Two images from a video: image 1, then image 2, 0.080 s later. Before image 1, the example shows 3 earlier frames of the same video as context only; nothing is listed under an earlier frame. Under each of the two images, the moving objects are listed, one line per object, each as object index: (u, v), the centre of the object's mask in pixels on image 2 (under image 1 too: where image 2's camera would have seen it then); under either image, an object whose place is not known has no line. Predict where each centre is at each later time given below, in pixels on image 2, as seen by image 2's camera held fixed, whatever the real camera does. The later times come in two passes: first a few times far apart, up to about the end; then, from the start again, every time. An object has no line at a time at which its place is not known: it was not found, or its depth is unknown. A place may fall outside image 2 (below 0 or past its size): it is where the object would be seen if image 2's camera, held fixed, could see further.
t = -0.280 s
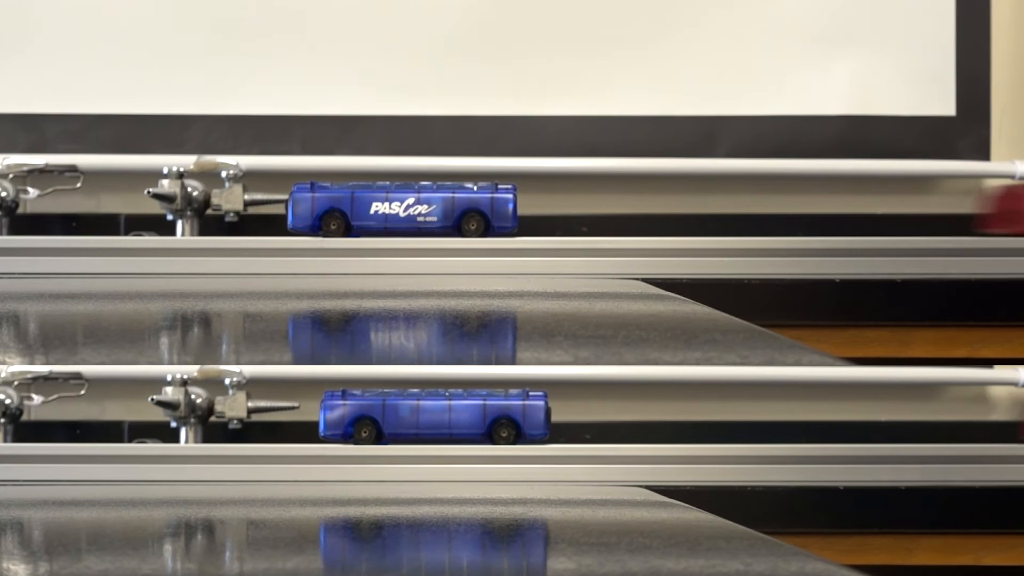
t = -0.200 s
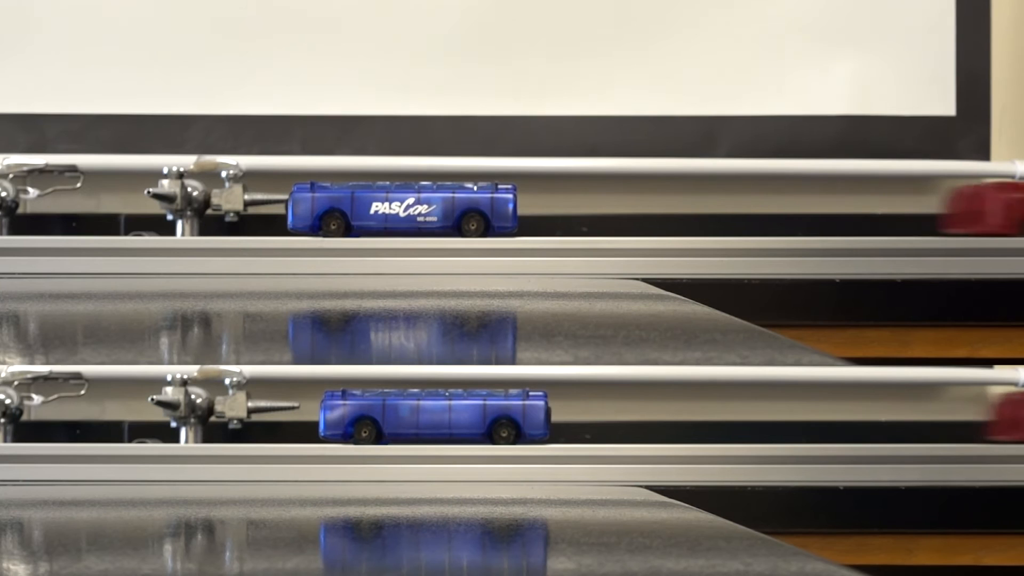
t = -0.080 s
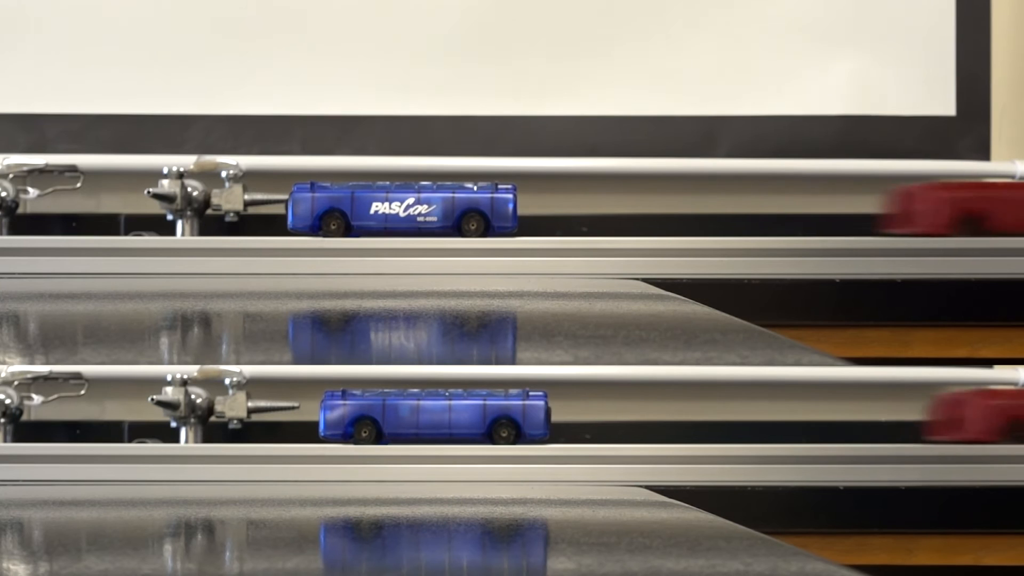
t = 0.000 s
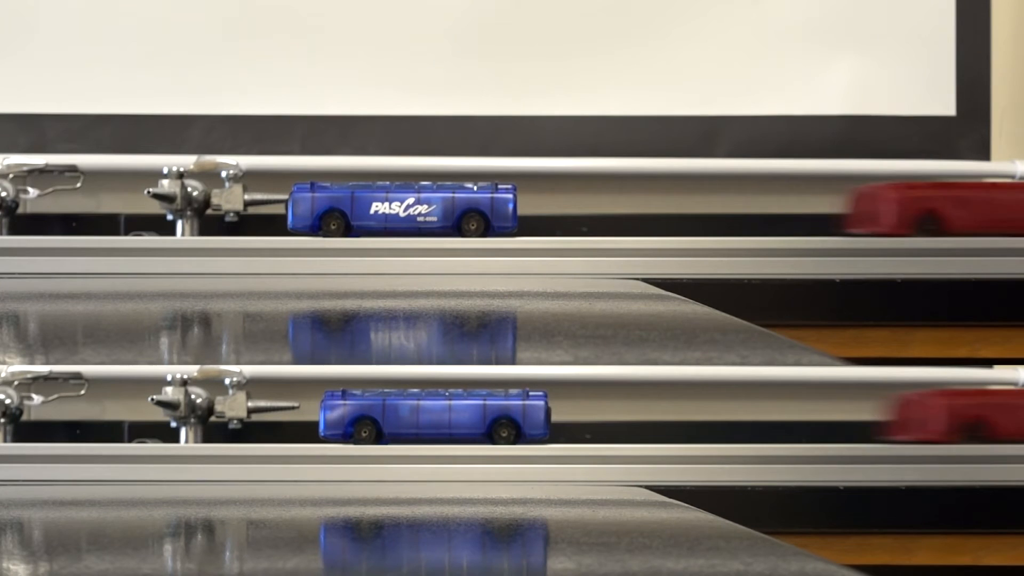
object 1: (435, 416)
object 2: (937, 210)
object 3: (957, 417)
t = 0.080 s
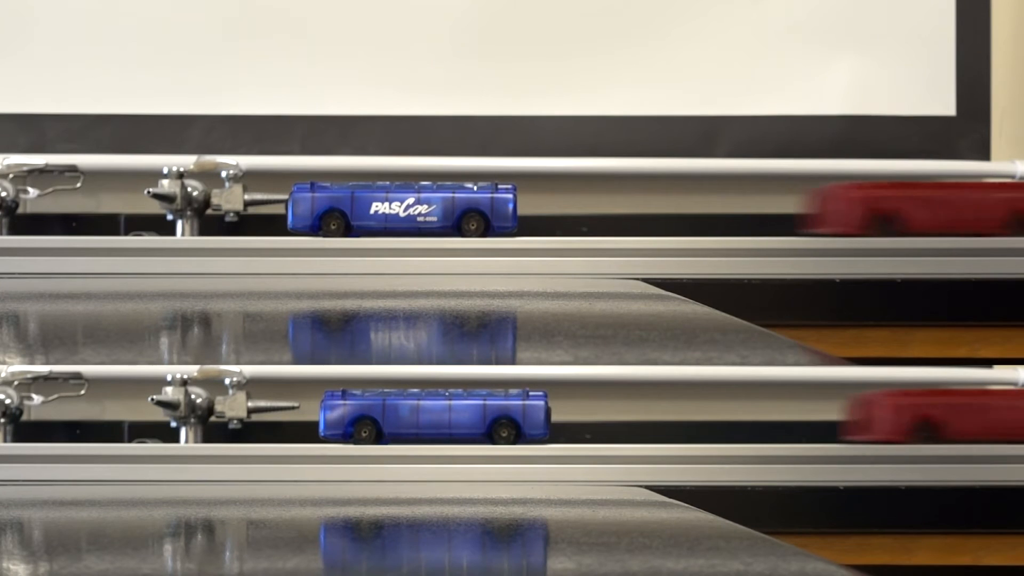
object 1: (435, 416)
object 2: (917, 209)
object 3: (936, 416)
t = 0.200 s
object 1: (435, 416)
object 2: (879, 210)
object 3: (906, 416)
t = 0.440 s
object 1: (435, 416)
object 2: (753, 210)
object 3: (786, 416)
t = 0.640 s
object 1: (435, 416)
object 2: (649, 209)
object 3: (679, 416)
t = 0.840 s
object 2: (622, 209)
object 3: (641, 416)
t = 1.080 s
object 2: (621, 209)
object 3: (612, 416)
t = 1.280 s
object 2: (618, 209)
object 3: (587, 416)
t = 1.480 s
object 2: (616, 209)
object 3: (562, 416)
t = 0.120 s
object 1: (435, 416)
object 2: (907, 209)
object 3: (927, 416)
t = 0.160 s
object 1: (435, 416)
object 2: (897, 209)
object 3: (917, 416)
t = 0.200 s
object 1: (435, 416)
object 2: (879, 210)
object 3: (906, 416)
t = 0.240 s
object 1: (435, 416)
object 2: (859, 210)
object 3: (895, 416)
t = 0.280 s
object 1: (435, 416)
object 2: (834, 210)
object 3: (873, 416)
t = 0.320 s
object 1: (435, 416)
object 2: (815, 210)
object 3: (852, 416)
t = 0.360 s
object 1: (435, 416)
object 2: (796, 210)
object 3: (828, 416)
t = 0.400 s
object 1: (435, 416)
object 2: (775, 210)
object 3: (806, 416)
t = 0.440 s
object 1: (435, 416)
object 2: (753, 210)
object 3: (786, 416)
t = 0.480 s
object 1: (435, 416)
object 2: (732, 210)
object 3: (764, 416)
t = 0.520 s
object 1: (435, 416)
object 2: (713, 209)
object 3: (741, 416)
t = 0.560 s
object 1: (435, 416)
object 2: (693, 209)
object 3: (720, 416)
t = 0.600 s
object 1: (435, 416)
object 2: (671, 209)
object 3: (701, 416)
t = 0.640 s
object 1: (435, 416)
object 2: (649, 209)
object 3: (679, 416)
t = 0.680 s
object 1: (428, 417)
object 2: (634, 209)
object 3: (663, 416)
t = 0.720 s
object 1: (410, 416)
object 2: (626, 209)
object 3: (657, 416)
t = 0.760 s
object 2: (624, 209)
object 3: (651, 416)
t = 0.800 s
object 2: (623, 209)
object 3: (645, 416)
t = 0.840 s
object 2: (622, 209)
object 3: (641, 416)
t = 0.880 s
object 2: (622, 209)
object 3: (636, 416)
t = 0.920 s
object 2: (622, 209)
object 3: (631, 416)
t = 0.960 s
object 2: (621, 209)
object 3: (626, 416)
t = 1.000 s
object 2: (621, 209)
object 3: (621, 416)
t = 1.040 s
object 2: (621, 209)
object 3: (617, 416)
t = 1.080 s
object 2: (621, 209)
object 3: (612, 416)
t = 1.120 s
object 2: (620, 209)
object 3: (607, 416)
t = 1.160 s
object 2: (619, 209)
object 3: (602, 416)
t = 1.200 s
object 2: (619, 209)
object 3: (597, 416)
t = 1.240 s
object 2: (618, 209)
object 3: (592, 416)
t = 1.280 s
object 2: (618, 209)
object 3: (587, 416)
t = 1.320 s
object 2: (617, 209)
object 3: (582, 416)
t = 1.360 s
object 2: (617, 209)
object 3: (577, 416)
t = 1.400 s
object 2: (616, 209)
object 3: (572, 416)
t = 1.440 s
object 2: (616, 209)
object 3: (567, 416)
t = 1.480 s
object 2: (616, 209)
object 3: (562, 416)
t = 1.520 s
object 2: (616, 209)
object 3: (557, 416)
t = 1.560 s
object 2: (615, 209)
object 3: (552, 416)
